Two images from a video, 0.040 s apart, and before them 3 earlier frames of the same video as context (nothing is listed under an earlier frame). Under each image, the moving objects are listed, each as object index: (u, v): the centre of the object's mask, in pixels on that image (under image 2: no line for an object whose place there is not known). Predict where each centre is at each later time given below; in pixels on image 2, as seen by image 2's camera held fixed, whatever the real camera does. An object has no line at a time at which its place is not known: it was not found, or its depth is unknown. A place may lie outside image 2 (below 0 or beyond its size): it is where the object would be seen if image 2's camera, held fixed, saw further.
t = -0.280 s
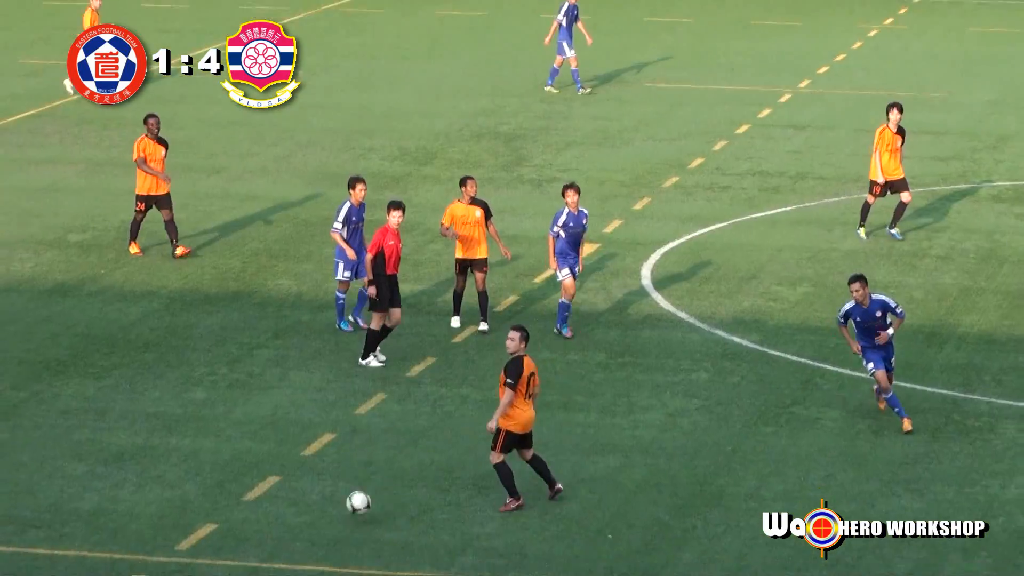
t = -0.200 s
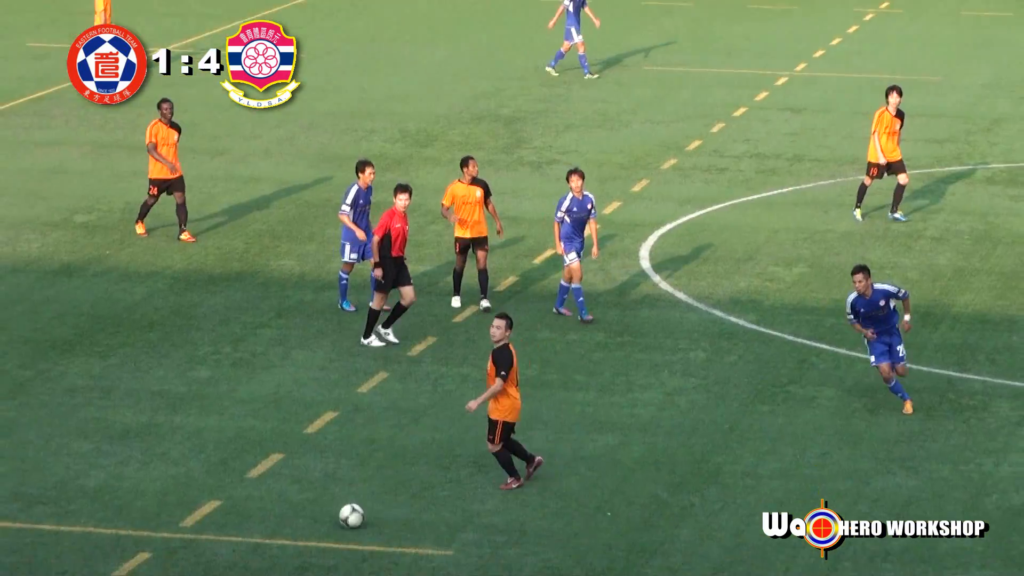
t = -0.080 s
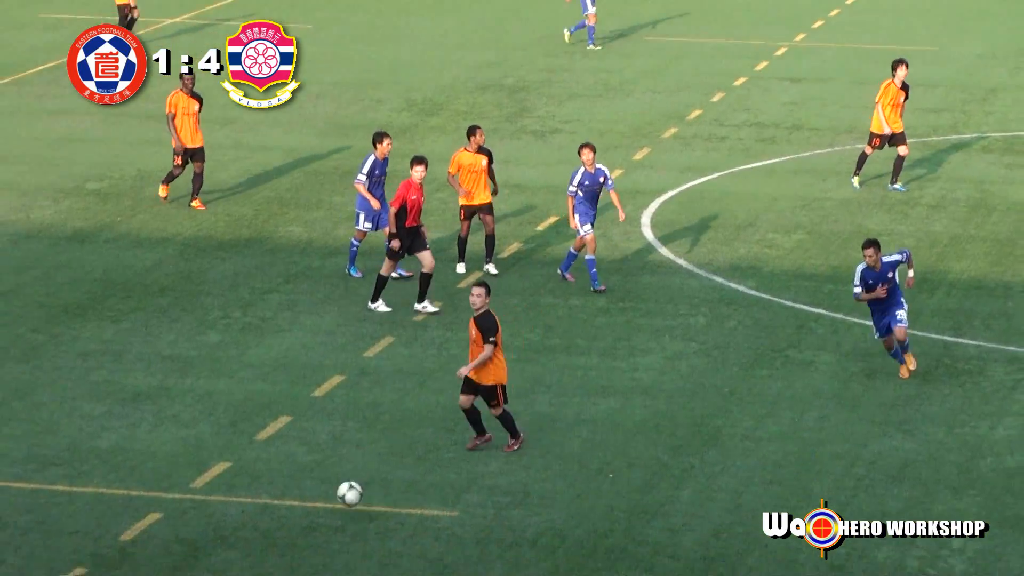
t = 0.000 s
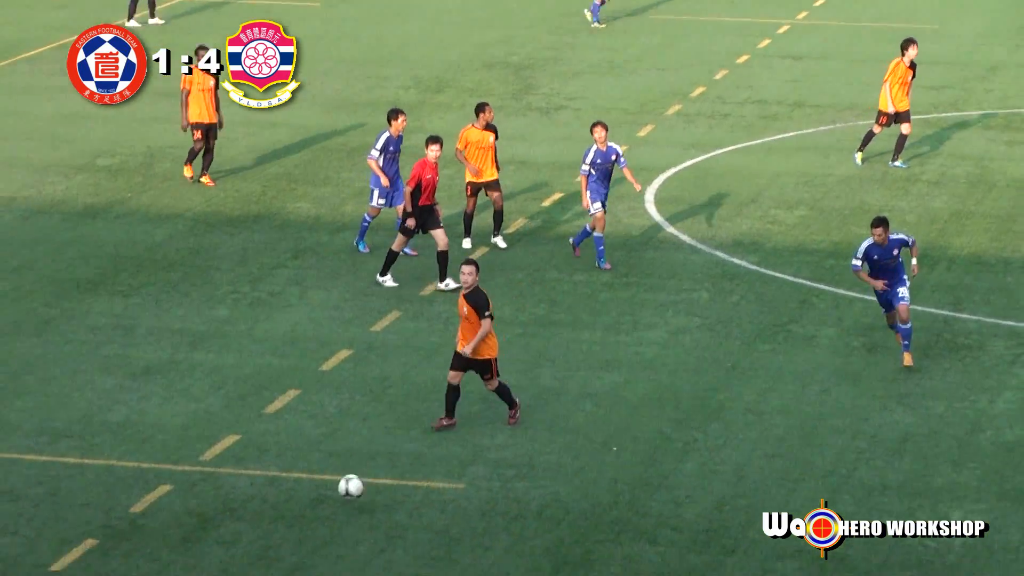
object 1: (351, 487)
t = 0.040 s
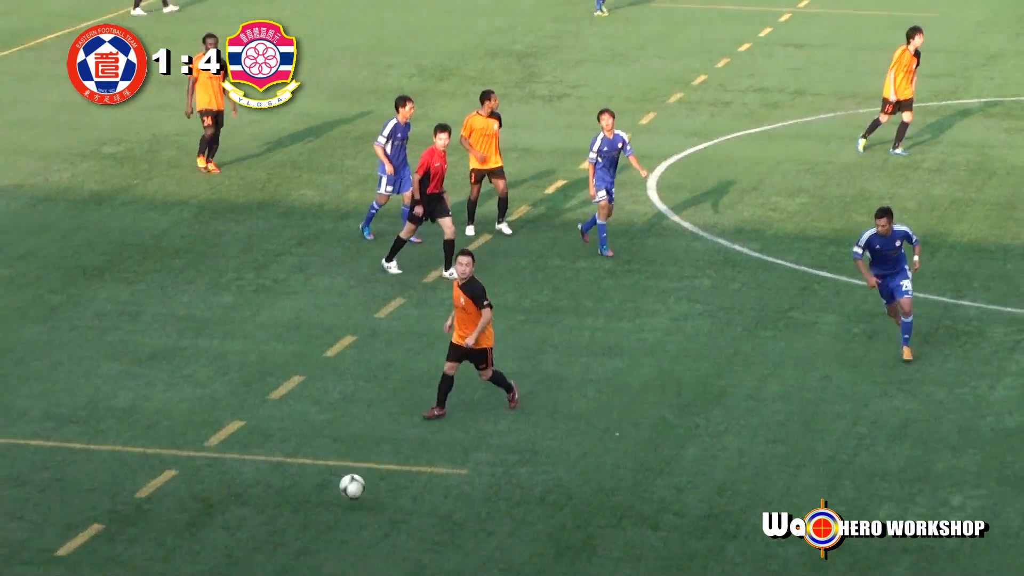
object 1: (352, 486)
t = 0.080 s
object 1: (350, 502)
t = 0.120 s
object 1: (346, 521)
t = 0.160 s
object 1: (344, 531)
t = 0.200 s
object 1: (341, 534)
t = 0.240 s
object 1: (338, 541)
